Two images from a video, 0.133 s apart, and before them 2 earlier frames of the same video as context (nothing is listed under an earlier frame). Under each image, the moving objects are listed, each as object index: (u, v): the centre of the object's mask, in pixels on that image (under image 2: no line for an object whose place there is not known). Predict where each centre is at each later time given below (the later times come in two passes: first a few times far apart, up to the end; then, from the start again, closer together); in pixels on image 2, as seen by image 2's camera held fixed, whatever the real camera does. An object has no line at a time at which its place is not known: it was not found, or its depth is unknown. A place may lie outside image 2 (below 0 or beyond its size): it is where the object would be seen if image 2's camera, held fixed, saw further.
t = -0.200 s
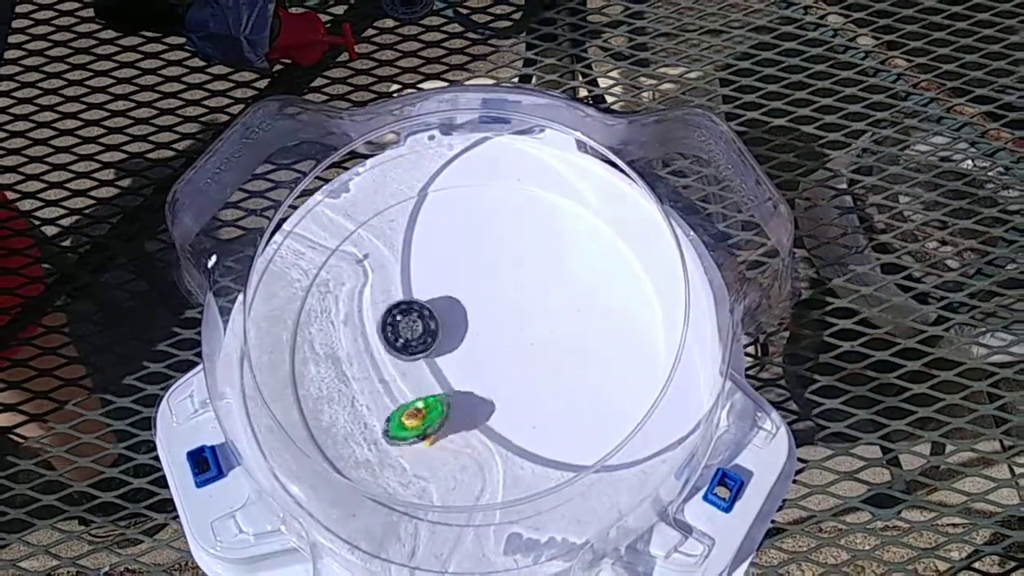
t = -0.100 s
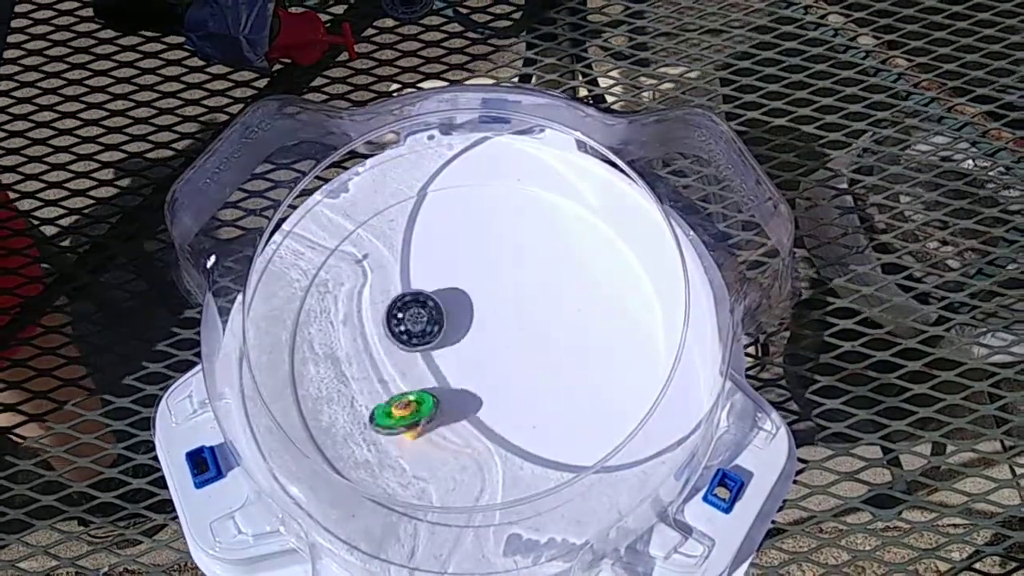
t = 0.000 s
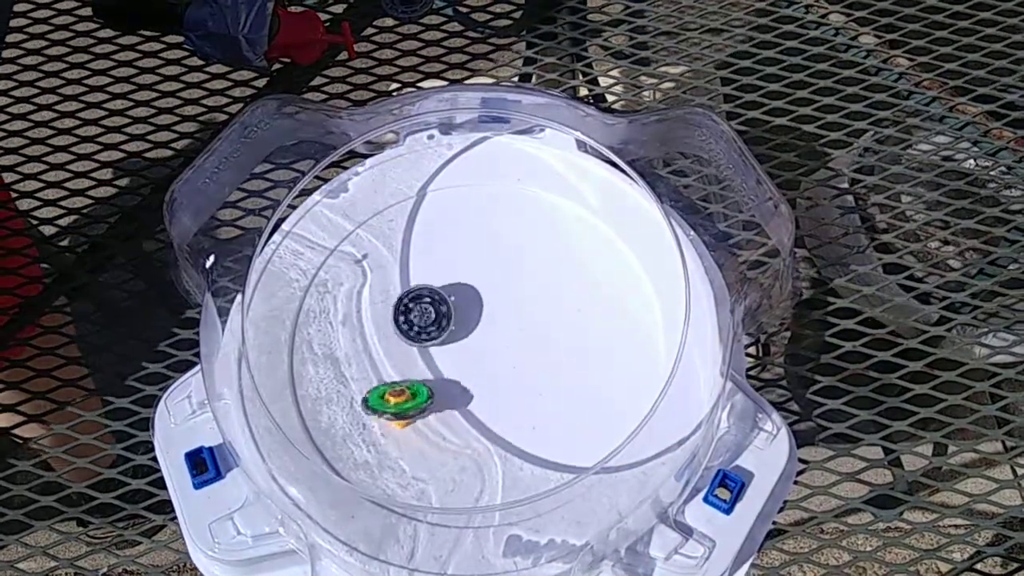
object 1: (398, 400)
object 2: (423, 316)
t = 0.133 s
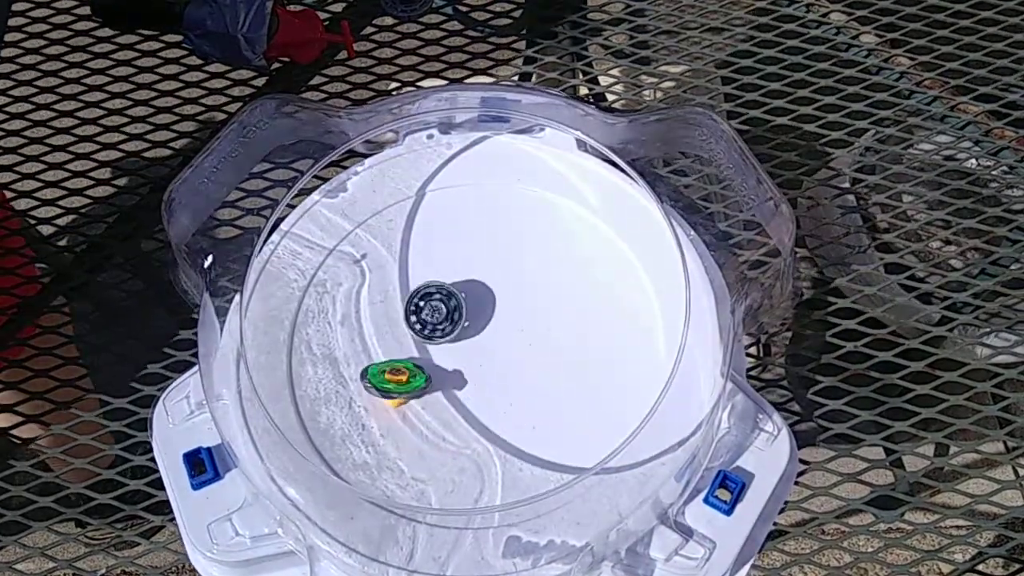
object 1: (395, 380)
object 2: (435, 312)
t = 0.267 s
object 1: (399, 355)
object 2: (451, 310)
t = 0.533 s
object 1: (397, 314)
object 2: (478, 322)
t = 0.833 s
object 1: (429, 288)
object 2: (493, 344)
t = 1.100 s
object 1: (478, 289)
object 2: (495, 366)
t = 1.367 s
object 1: (510, 304)
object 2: (483, 378)
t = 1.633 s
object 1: (514, 342)
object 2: (465, 381)
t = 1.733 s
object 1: (532, 347)
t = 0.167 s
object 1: (396, 374)
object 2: (438, 311)
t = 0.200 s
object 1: (398, 367)
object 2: (443, 310)
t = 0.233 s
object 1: (398, 361)
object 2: (447, 309)
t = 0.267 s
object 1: (399, 355)
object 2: (451, 310)
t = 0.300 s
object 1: (399, 350)
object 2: (454, 310)
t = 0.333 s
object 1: (398, 345)
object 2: (459, 310)
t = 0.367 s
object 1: (397, 339)
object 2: (463, 311)
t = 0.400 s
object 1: (397, 334)
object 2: (466, 313)
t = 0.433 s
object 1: (396, 328)
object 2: (469, 315)
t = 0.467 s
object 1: (396, 324)
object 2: (472, 316)
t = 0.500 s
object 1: (396, 319)
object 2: (476, 319)
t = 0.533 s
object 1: (397, 314)
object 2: (478, 322)
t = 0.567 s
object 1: (398, 311)
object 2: (480, 324)
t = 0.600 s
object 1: (400, 307)
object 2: (482, 326)
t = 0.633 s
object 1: (402, 303)
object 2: (484, 328)
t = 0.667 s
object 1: (404, 300)
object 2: (486, 331)
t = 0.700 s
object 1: (408, 296)
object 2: (487, 332)
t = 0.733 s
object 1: (413, 294)
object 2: (489, 335)
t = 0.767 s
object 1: (418, 292)
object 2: (490, 337)
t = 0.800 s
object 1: (423, 290)
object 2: (492, 341)
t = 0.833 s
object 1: (429, 288)
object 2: (493, 344)
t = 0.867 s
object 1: (436, 286)
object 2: (493, 346)
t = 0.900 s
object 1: (442, 286)
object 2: (493, 348)
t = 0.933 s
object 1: (449, 286)
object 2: (494, 351)
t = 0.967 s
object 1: (454, 285)
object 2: (495, 355)
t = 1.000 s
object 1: (461, 287)
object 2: (495, 358)
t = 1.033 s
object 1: (467, 286)
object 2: (496, 360)
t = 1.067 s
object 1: (473, 287)
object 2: (496, 363)
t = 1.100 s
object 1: (478, 289)
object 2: (495, 366)
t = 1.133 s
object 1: (484, 290)
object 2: (494, 368)
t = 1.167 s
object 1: (490, 289)
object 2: (493, 370)
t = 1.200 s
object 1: (494, 290)
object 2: (492, 371)
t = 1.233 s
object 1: (498, 292)
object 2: (491, 373)
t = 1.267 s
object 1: (502, 293)
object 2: (489, 375)
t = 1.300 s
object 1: (505, 296)
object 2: (487, 376)
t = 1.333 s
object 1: (507, 300)
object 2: (484, 377)
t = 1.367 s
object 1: (510, 304)
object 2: (483, 378)
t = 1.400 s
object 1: (511, 308)
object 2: (481, 380)
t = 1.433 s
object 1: (512, 313)
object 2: (479, 381)
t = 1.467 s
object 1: (514, 319)
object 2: (476, 381)
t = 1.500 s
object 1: (514, 323)
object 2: (474, 381)
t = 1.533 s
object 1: (515, 327)
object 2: (472, 382)
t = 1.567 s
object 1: (515, 332)
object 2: (470, 382)
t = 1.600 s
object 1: (514, 338)
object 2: (468, 381)
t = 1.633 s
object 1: (514, 342)
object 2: (465, 381)
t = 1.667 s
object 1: (515, 347)
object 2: (463, 380)
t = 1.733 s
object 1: (532, 347)
